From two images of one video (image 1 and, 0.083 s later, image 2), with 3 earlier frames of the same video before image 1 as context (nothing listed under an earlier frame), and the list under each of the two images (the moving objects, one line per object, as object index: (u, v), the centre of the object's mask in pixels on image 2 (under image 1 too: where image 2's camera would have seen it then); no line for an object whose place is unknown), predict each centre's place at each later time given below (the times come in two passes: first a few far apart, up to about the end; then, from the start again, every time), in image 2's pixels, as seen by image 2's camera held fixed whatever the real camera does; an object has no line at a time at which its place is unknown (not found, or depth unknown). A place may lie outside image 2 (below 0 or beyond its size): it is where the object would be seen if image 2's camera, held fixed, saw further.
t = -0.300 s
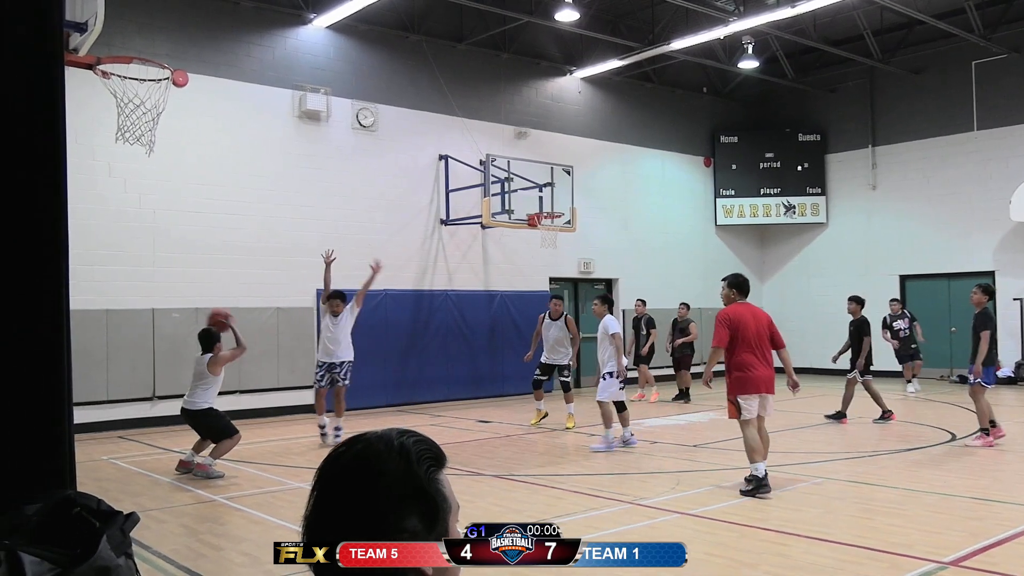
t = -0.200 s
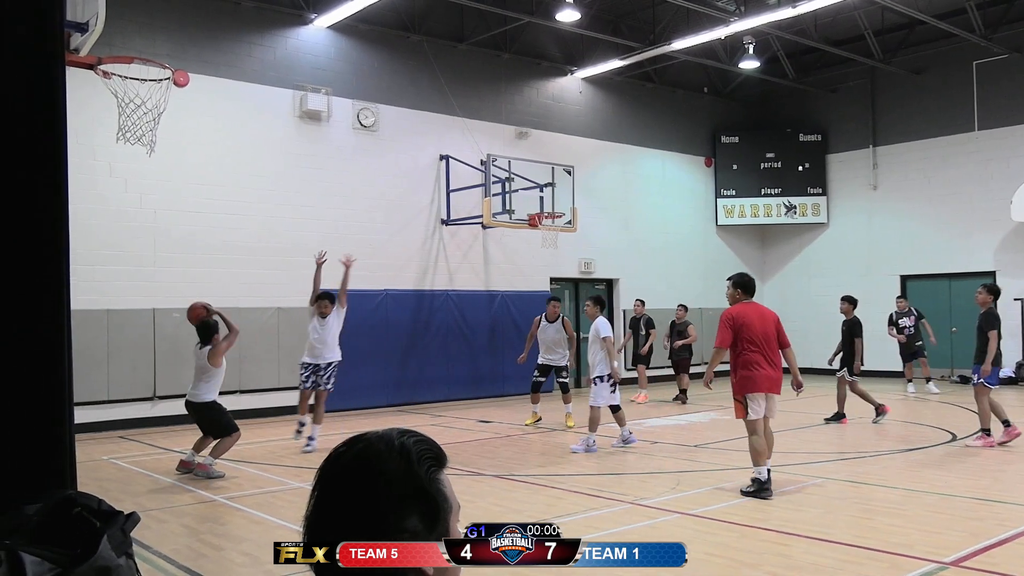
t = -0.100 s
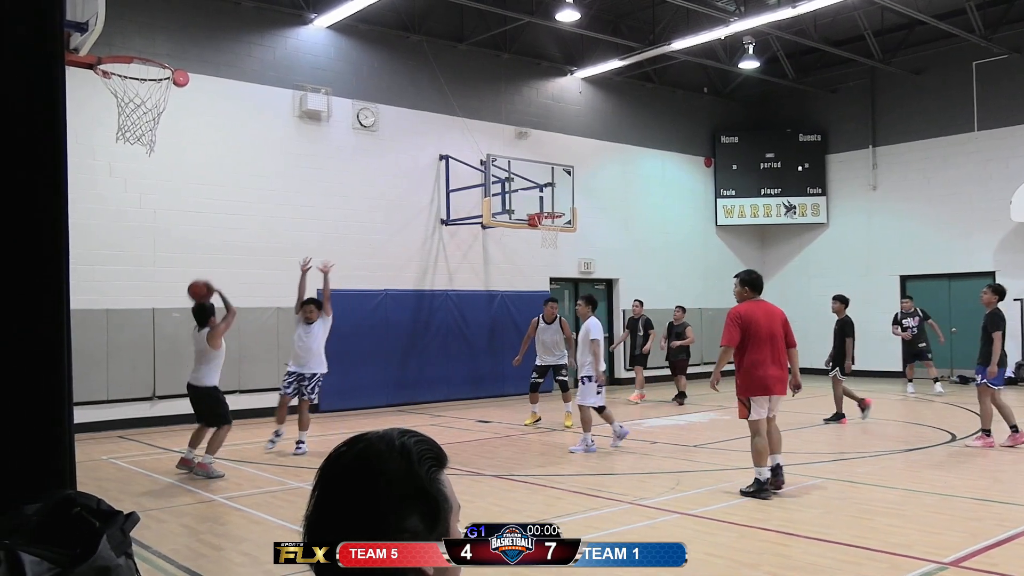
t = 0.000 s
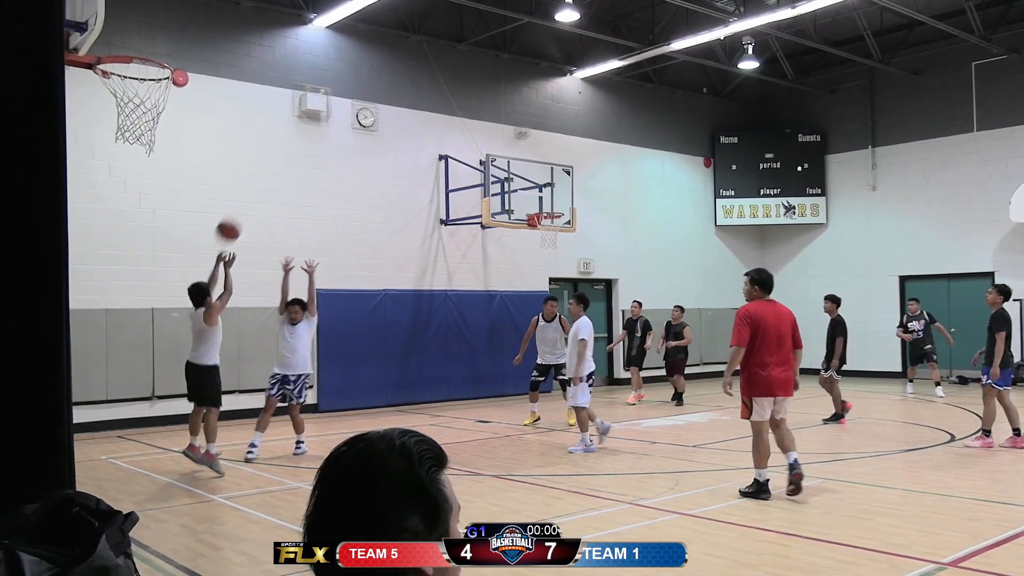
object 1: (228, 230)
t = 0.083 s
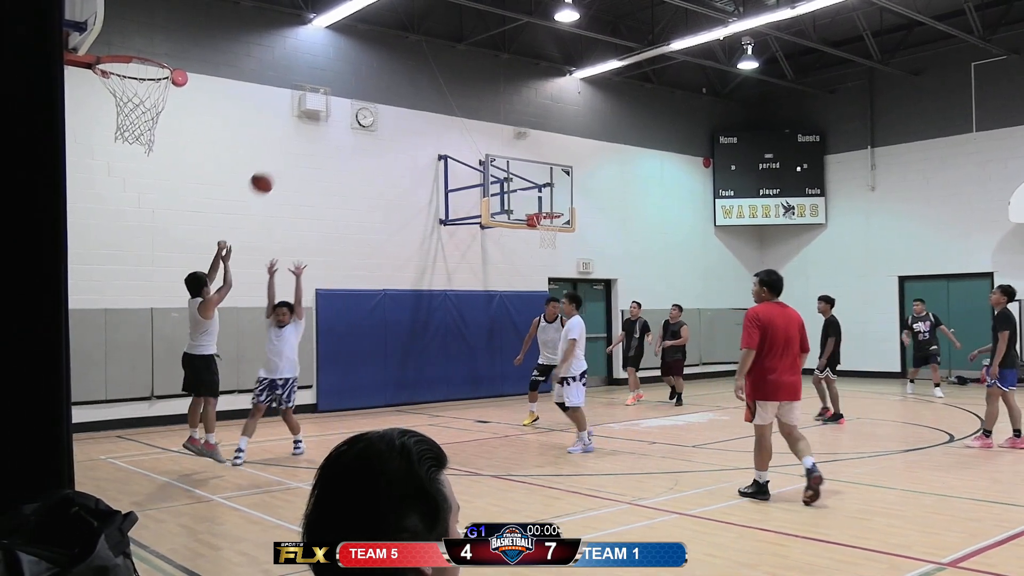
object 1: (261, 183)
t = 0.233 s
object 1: (317, 122)
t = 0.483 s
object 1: (392, 77)
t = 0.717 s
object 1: (451, 84)
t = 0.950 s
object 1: (500, 126)
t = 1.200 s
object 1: (546, 203)
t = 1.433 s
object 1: (566, 180)
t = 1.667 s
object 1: (585, 183)
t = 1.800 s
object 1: (597, 201)
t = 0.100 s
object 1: (268, 175)
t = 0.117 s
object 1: (274, 167)
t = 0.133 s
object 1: (281, 159)
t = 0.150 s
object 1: (287, 152)
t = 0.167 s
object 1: (293, 146)
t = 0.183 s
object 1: (300, 139)
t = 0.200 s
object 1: (305, 133)
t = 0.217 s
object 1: (311, 127)
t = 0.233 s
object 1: (317, 122)
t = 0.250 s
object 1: (323, 118)
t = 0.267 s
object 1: (329, 113)
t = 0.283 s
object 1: (334, 109)
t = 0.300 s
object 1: (339, 104)
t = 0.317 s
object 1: (344, 100)
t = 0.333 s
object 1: (349, 96)
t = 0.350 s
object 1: (354, 93)
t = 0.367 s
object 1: (359, 90)
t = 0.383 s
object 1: (364, 87)
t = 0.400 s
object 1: (369, 85)
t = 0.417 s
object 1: (374, 83)
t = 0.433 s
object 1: (379, 81)
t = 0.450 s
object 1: (383, 80)
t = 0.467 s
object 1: (388, 78)
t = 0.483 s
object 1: (392, 77)
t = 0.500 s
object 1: (396, 77)
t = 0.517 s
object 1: (401, 76)
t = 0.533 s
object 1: (406, 75)
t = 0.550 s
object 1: (410, 75)
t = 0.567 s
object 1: (414, 75)
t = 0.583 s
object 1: (418, 76)
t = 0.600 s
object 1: (423, 76)
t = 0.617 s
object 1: (427, 77)
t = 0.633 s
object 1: (431, 78)
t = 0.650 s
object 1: (435, 79)
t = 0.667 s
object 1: (439, 80)
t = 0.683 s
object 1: (443, 81)
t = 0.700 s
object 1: (447, 82)
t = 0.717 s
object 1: (451, 84)
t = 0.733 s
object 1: (454, 86)
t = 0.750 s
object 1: (458, 88)
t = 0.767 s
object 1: (462, 91)
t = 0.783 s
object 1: (466, 93)
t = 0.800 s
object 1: (469, 95)
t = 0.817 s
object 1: (473, 98)
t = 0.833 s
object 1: (476, 101)
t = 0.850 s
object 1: (480, 104)
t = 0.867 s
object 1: (483, 108)
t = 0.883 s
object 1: (487, 111)
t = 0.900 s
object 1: (491, 115)
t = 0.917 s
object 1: (493, 118)
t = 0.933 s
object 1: (497, 122)
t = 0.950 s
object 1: (500, 126)
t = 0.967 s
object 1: (503, 131)
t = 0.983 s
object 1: (507, 135)
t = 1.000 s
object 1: (510, 140)
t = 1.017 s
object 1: (513, 144)
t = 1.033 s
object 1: (516, 149)
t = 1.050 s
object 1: (519, 153)
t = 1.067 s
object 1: (523, 159)
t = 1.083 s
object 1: (525, 163)
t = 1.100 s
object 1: (529, 169)
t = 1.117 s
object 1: (531, 174)
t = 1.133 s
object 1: (535, 179)
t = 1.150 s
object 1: (538, 185)
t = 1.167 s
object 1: (540, 190)
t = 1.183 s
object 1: (543, 196)
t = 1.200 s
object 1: (546, 203)
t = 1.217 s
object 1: (548, 207)
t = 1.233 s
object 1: (549, 204)
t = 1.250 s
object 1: (551, 201)
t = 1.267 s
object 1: (552, 198)
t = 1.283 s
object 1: (553, 195)
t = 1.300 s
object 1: (555, 193)
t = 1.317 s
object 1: (557, 191)
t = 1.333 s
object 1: (558, 189)
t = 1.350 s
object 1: (559, 187)
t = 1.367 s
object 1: (560, 185)
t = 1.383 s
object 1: (561, 183)
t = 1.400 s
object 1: (563, 182)
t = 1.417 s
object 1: (564, 181)
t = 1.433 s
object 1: (566, 180)
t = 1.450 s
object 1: (567, 179)
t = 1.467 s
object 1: (568, 178)
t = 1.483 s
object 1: (569, 178)
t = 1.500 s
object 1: (571, 177)
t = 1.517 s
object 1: (572, 177)
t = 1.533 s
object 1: (574, 177)
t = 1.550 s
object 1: (575, 177)
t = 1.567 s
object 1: (576, 177)
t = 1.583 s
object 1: (578, 178)
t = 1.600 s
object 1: (579, 179)
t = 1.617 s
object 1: (581, 179)
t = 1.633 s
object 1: (582, 180)
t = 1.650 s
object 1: (584, 182)
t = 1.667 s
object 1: (585, 183)
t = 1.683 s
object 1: (586, 185)
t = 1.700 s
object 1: (588, 186)
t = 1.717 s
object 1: (589, 188)
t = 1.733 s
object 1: (591, 191)
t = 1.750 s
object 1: (593, 193)
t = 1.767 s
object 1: (594, 196)
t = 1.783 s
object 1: (596, 198)
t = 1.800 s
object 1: (597, 201)
